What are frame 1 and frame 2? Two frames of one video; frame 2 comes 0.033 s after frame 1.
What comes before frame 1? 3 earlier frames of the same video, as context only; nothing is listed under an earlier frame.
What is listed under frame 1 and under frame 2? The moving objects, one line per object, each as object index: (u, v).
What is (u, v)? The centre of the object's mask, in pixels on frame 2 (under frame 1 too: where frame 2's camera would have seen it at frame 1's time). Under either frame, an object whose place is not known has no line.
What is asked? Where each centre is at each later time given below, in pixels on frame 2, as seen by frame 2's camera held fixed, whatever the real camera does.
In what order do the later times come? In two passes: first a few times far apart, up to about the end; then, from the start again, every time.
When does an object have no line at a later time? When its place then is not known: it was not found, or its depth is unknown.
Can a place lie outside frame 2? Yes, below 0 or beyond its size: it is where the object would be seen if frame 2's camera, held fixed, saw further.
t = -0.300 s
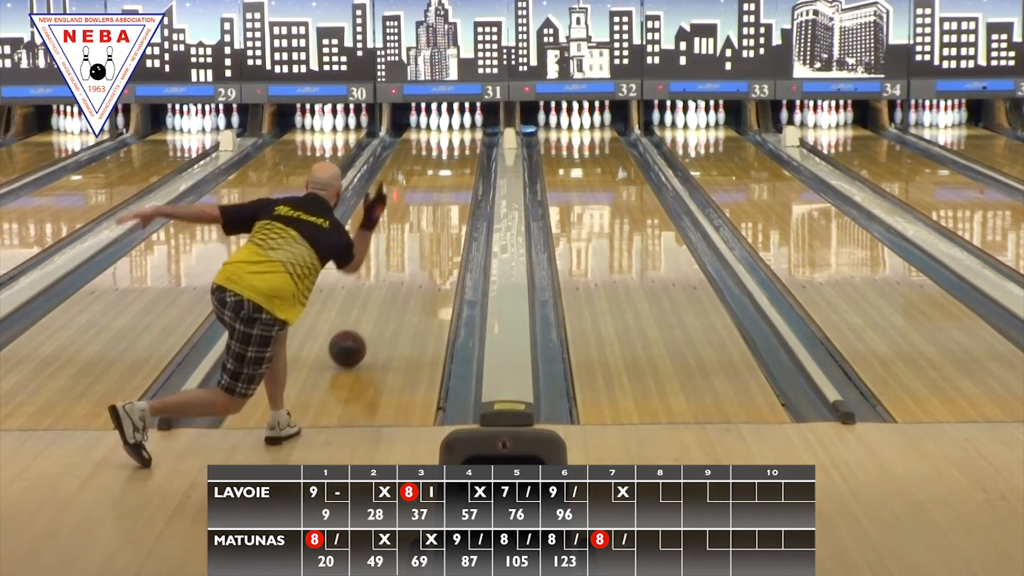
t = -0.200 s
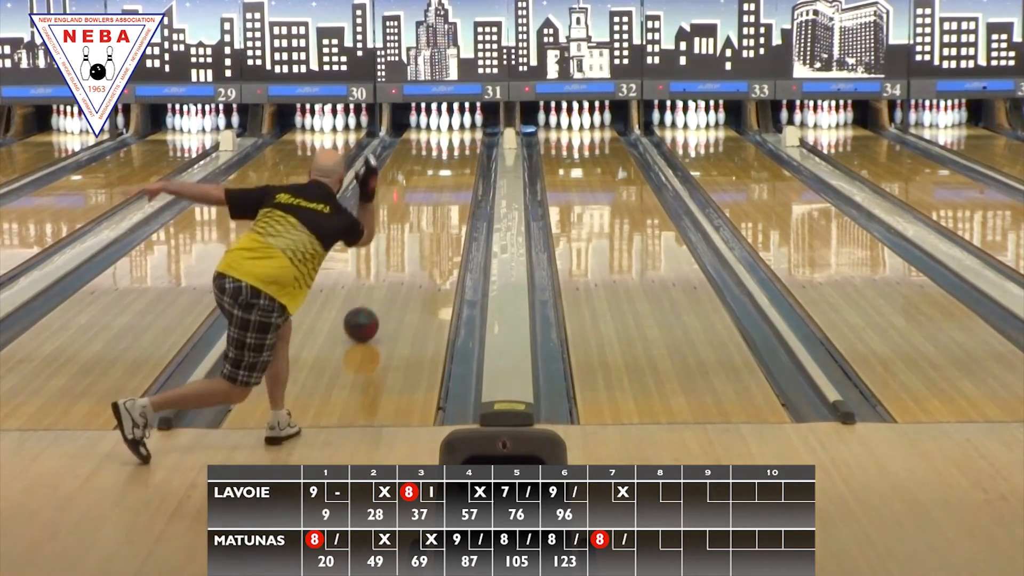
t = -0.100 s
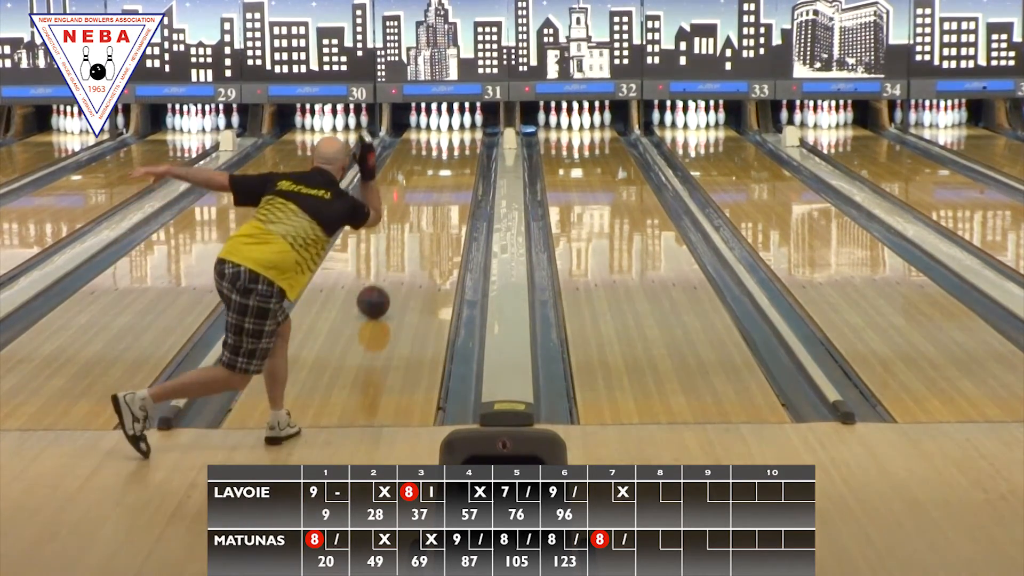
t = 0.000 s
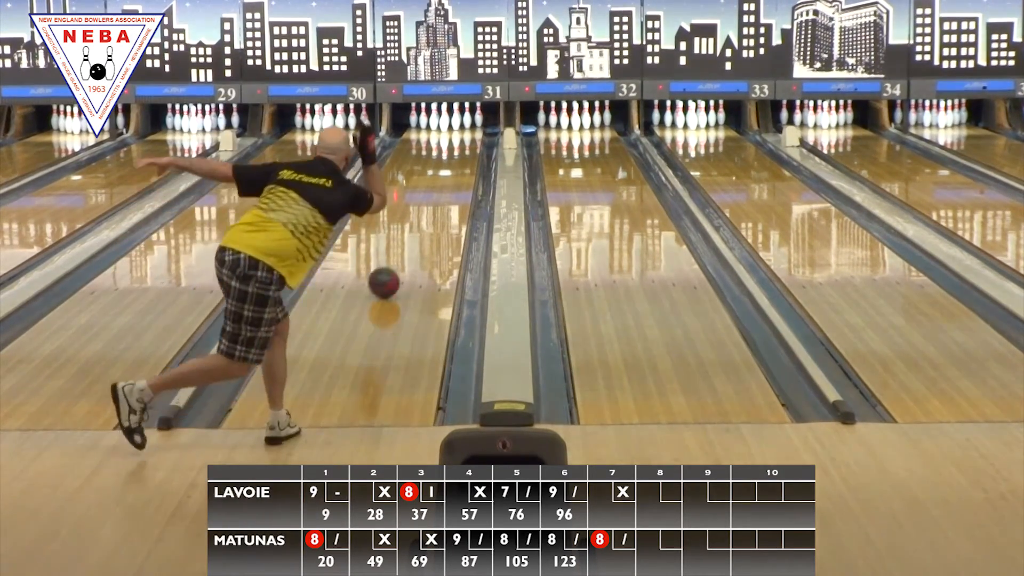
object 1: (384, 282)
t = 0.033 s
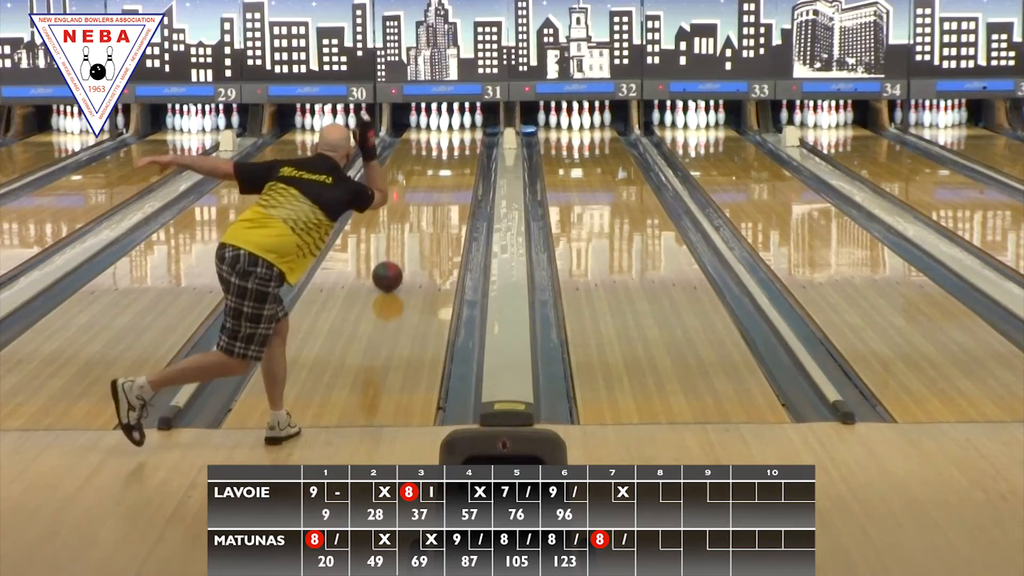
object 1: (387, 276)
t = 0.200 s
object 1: (402, 251)
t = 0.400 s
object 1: (415, 224)
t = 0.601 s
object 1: (427, 202)
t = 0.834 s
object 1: (437, 181)
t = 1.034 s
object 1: (444, 166)
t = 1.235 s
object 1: (448, 153)
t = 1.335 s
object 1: (451, 147)
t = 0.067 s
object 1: (390, 271)
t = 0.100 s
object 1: (393, 265)
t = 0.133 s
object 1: (396, 260)
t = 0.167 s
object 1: (399, 255)
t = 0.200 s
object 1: (402, 251)
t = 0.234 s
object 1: (404, 246)
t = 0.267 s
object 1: (407, 241)
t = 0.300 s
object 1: (409, 237)
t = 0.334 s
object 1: (411, 232)
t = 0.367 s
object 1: (413, 228)
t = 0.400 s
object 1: (415, 224)
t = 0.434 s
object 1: (418, 220)
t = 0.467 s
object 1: (419, 216)
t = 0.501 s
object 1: (422, 215)
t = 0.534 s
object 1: (425, 206)
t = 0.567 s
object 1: (425, 205)
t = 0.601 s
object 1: (427, 202)
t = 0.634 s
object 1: (429, 199)
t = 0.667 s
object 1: (430, 196)
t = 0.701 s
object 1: (432, 193)
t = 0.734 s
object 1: (433, 190)
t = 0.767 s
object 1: (434, 187)
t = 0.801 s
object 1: (436, 184)
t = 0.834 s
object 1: (437, 181)
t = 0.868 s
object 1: (438, 179)
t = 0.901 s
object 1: (439, 176)
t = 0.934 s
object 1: (441, 173)
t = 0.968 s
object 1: (442, 171)
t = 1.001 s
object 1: (443, 169)
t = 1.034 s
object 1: (444, 166)
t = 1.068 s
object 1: (444, 164)
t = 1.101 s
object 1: (445, 162)
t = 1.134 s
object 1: (446, 160)
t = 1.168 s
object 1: (447, 157)
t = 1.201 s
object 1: (447, 155)
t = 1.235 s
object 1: (448, 153)
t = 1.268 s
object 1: (449, 151)
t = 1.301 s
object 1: (450, 149)
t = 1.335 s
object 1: (451, 147)
